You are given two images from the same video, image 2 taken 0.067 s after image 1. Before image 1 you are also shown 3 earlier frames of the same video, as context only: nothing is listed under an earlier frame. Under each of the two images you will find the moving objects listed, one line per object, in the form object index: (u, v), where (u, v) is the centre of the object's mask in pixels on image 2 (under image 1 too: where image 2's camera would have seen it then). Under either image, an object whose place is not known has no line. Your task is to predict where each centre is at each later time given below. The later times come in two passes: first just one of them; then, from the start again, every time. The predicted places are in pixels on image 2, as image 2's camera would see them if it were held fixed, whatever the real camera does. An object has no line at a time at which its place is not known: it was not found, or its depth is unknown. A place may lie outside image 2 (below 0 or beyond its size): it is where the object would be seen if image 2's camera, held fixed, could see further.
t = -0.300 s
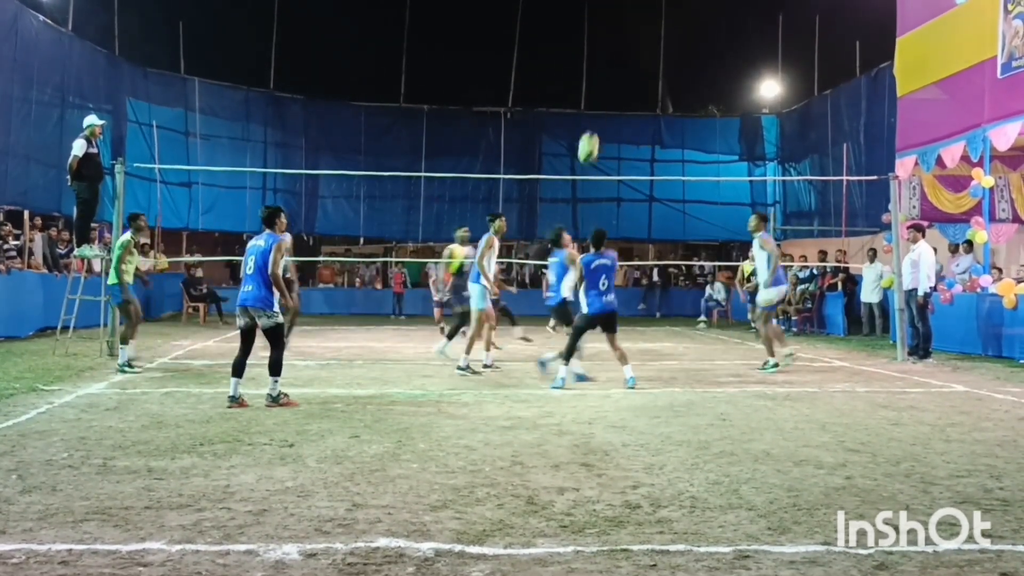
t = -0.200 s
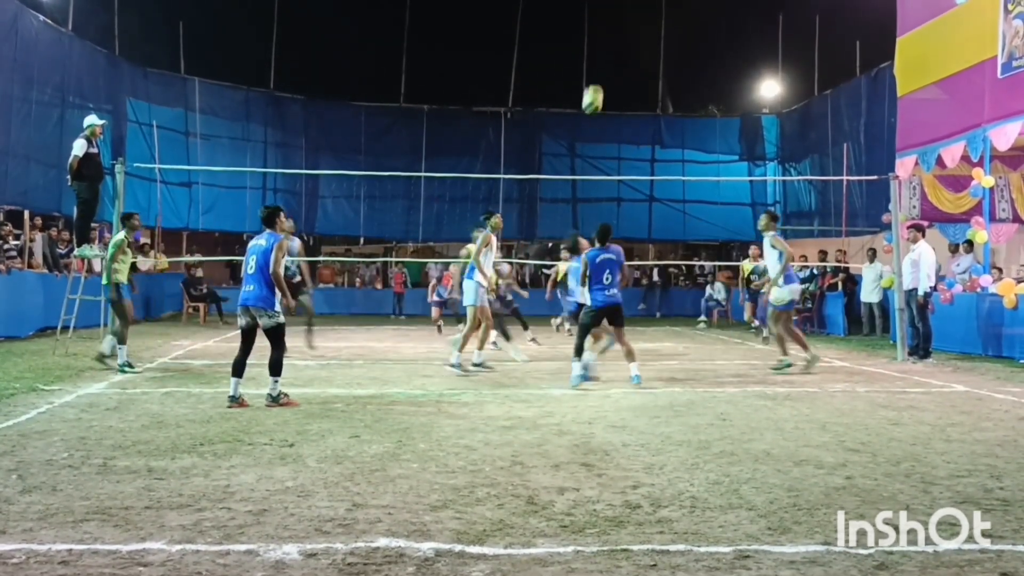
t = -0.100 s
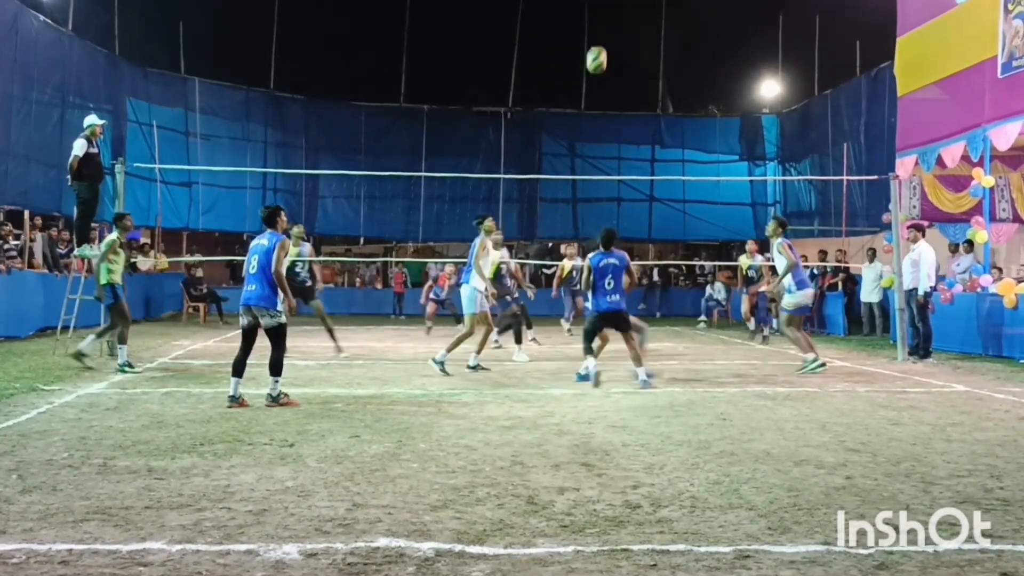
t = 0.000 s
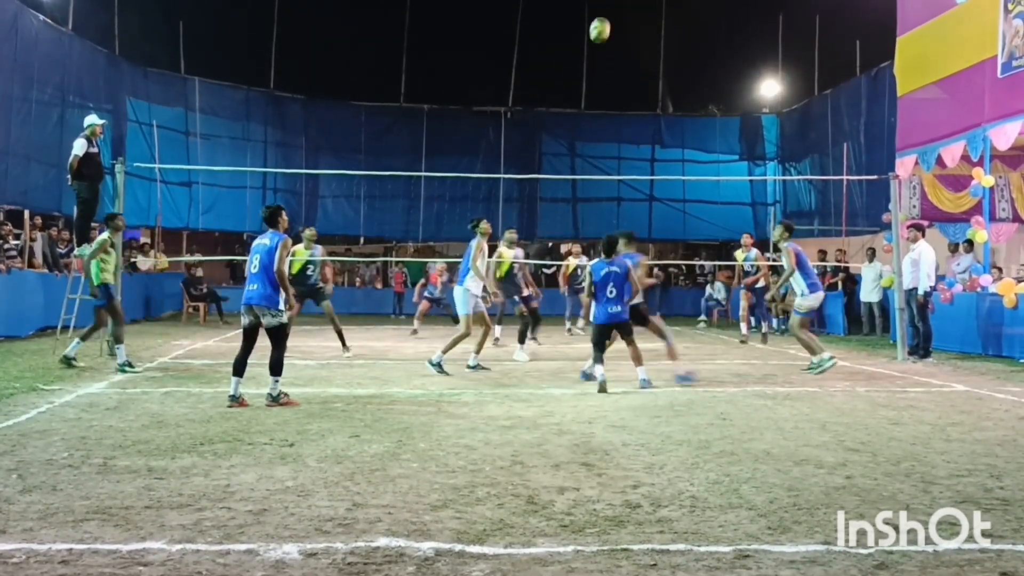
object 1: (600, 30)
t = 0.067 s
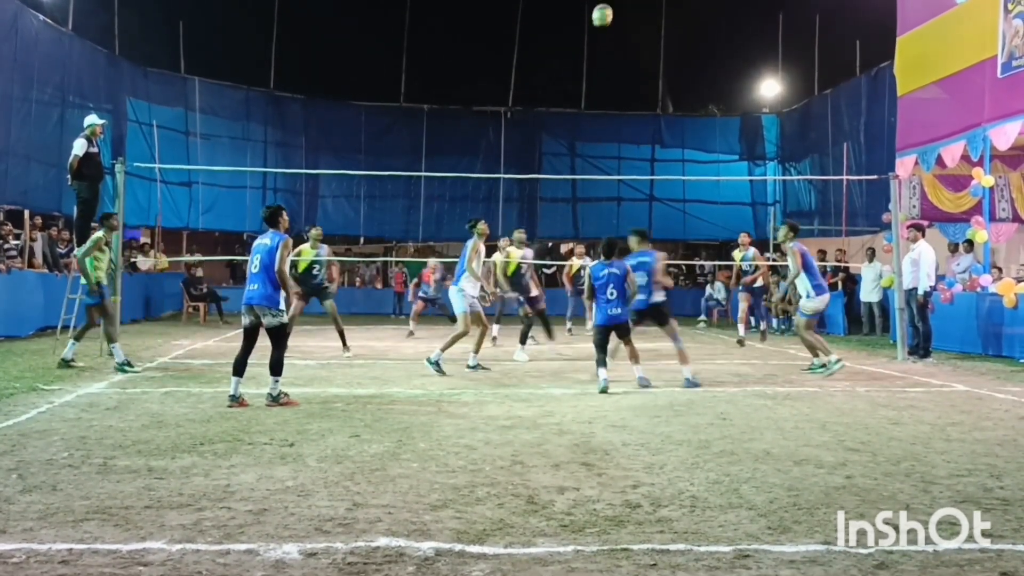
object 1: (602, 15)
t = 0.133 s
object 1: (604, 7)
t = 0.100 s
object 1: (603, 10)
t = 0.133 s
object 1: (604, 7)
